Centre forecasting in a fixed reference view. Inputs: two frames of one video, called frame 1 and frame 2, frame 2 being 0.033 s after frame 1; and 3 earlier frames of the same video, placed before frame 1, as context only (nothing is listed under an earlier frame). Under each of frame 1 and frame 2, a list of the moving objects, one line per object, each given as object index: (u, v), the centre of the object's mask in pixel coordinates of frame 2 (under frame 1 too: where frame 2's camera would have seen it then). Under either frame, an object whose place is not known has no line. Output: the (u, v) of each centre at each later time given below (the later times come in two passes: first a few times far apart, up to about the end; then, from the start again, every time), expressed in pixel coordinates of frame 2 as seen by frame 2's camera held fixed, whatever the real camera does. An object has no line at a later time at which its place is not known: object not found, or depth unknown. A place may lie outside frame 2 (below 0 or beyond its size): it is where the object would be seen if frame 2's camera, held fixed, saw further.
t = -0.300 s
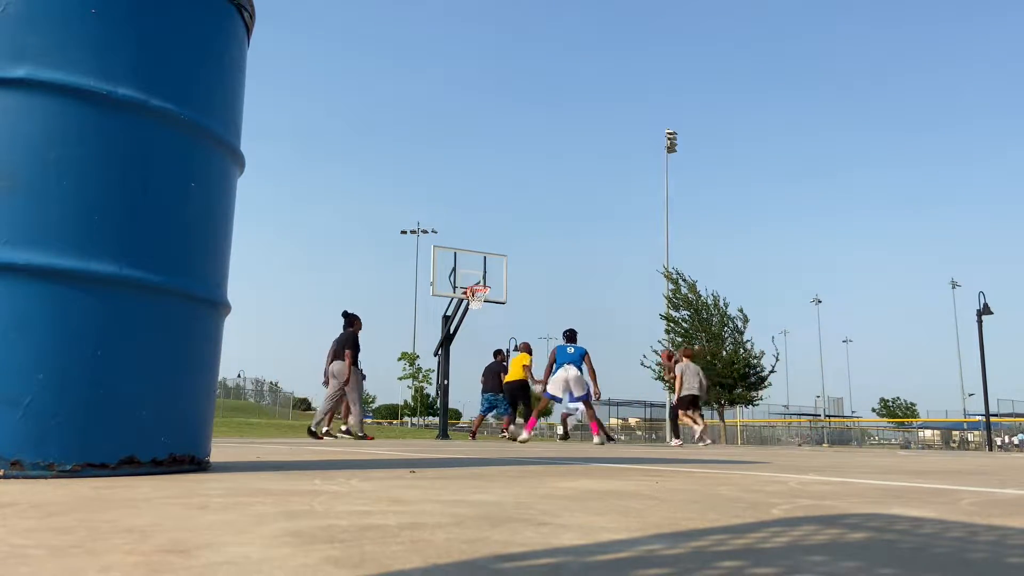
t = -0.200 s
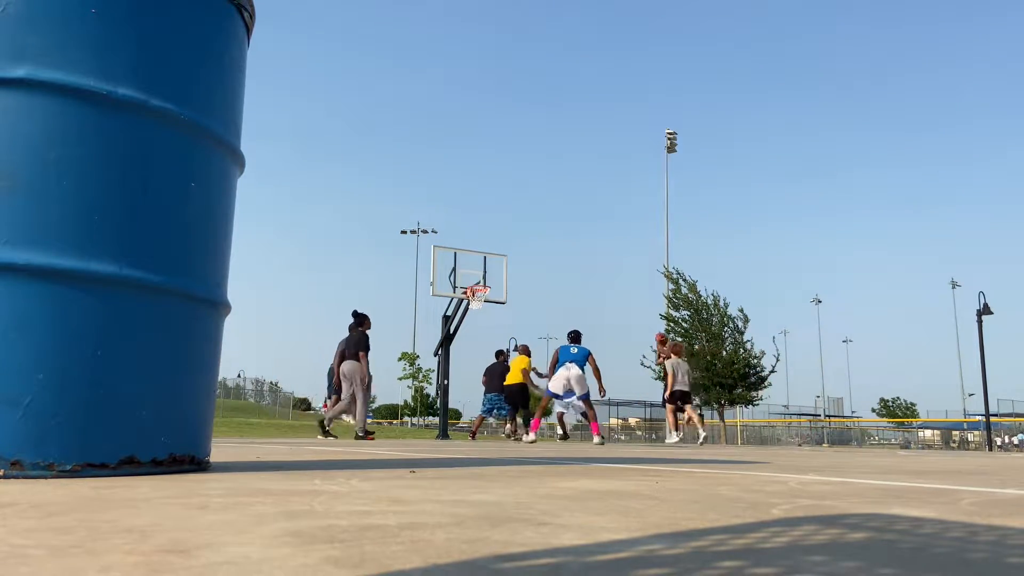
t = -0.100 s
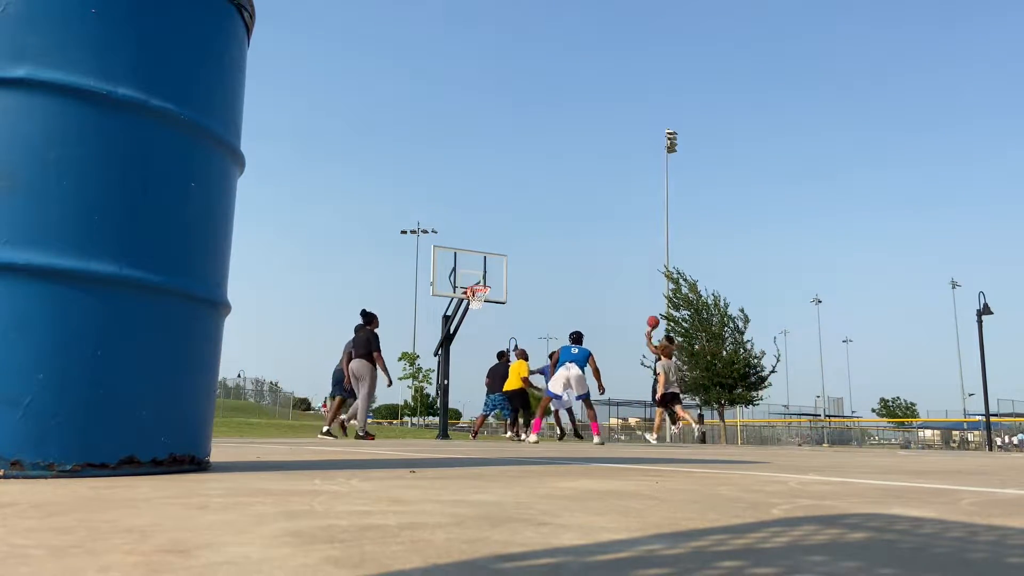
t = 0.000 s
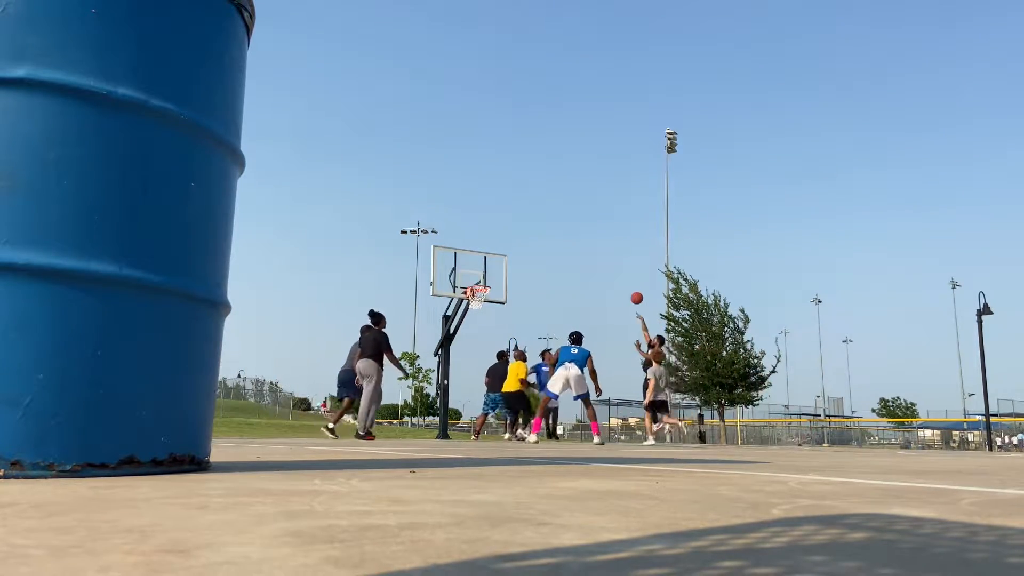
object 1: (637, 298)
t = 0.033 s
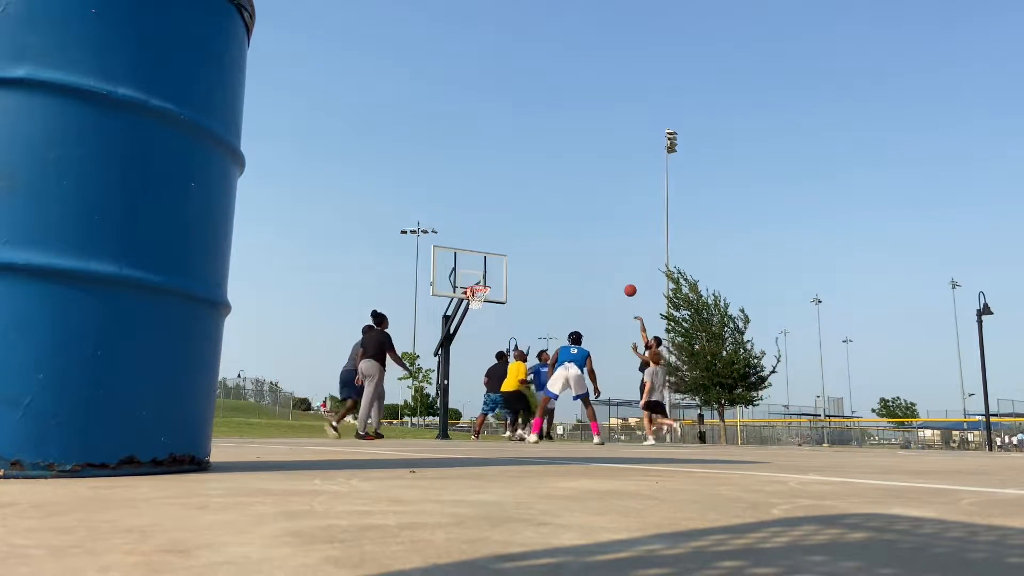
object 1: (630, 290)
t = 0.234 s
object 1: (593, 257)
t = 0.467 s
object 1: (551, 244)
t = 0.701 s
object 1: (511, 256)
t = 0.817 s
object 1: (491, 272)
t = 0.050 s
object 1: (627, 287)
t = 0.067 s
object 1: (624, 283)
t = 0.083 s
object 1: (621, 280)
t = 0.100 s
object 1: (618, 277)
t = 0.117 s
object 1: (614, 274)
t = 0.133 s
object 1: (611, 271)
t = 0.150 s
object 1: (608, 268)
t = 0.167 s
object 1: (605, 266)
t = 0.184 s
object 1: (602, 263)
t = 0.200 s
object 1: (599, 261)
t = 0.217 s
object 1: (596, 259)
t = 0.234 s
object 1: (593, 257)
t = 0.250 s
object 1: (590, 255)
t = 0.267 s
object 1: (587, 254)
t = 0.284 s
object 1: (584, 252)
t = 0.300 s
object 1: (581, 251)
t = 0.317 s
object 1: (578, 249)
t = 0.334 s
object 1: (575, 248)
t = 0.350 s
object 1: (572, 247)
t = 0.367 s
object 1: (569, 246)
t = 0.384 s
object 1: (566, 246)
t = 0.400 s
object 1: (563, 245)
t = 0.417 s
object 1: (560, 245)
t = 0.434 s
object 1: (557, 244)
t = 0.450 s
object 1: (554, 244)
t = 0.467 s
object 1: (551, 244)
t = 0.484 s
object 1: (549, 244)
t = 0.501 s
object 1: (546, 244)
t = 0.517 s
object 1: (543, 245)
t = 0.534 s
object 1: (540, 245)
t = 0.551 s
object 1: (537, 245)
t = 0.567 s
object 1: (534, 246)
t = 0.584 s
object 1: (531, 247)
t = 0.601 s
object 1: (528, 248)
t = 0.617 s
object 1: (525, 249)
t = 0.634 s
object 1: (522, 250)
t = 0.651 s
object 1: (519, 252)
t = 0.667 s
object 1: (516, 253)
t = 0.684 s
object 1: (514, 255)
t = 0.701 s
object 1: (511, 256)
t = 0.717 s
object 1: (508, 258)
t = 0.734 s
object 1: (505, 260)
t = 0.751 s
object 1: (502, 262)
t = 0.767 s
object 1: (499, 264)
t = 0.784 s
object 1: (496, 267)
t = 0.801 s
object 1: (493, 269)
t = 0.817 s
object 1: (491, 272)
